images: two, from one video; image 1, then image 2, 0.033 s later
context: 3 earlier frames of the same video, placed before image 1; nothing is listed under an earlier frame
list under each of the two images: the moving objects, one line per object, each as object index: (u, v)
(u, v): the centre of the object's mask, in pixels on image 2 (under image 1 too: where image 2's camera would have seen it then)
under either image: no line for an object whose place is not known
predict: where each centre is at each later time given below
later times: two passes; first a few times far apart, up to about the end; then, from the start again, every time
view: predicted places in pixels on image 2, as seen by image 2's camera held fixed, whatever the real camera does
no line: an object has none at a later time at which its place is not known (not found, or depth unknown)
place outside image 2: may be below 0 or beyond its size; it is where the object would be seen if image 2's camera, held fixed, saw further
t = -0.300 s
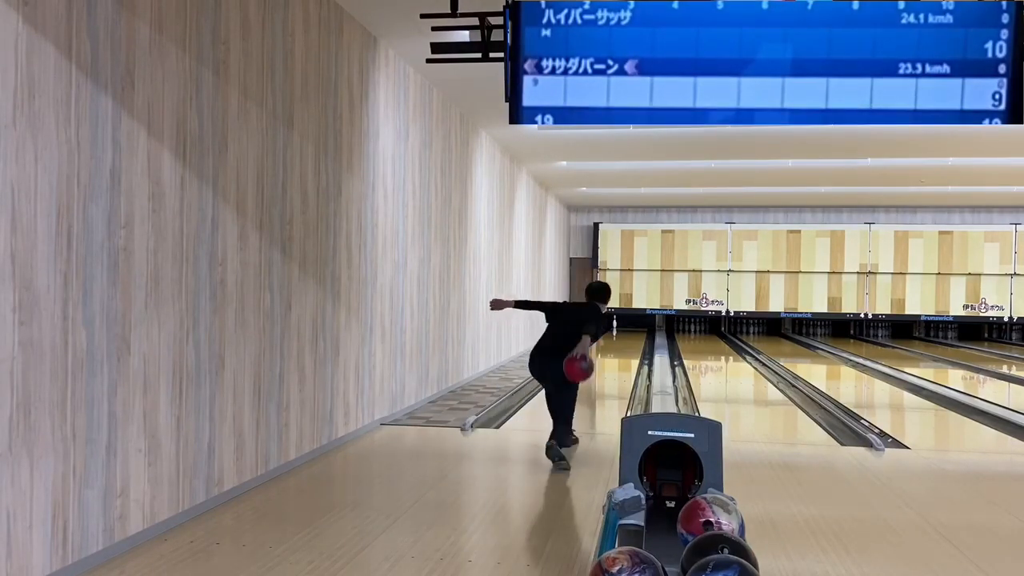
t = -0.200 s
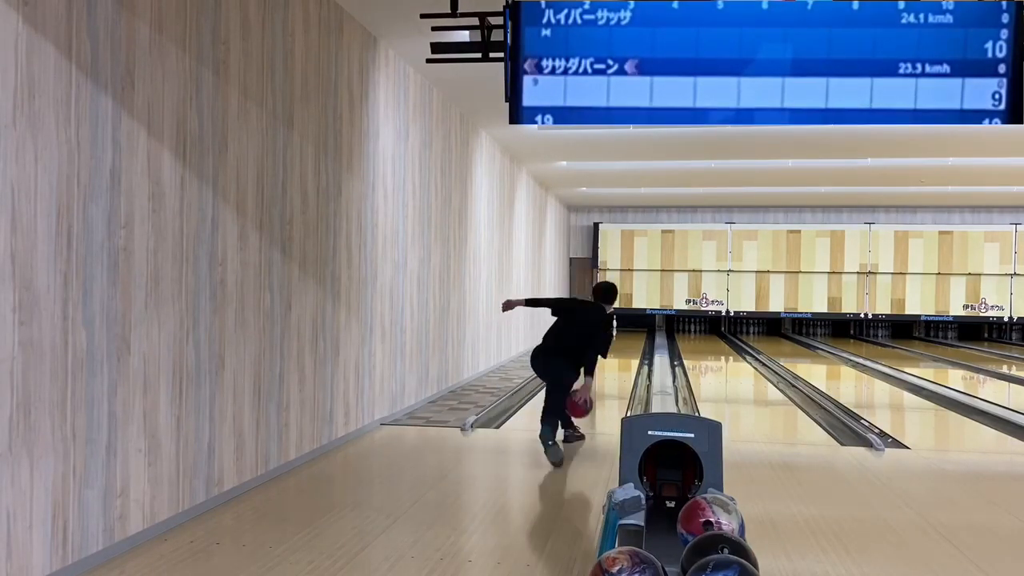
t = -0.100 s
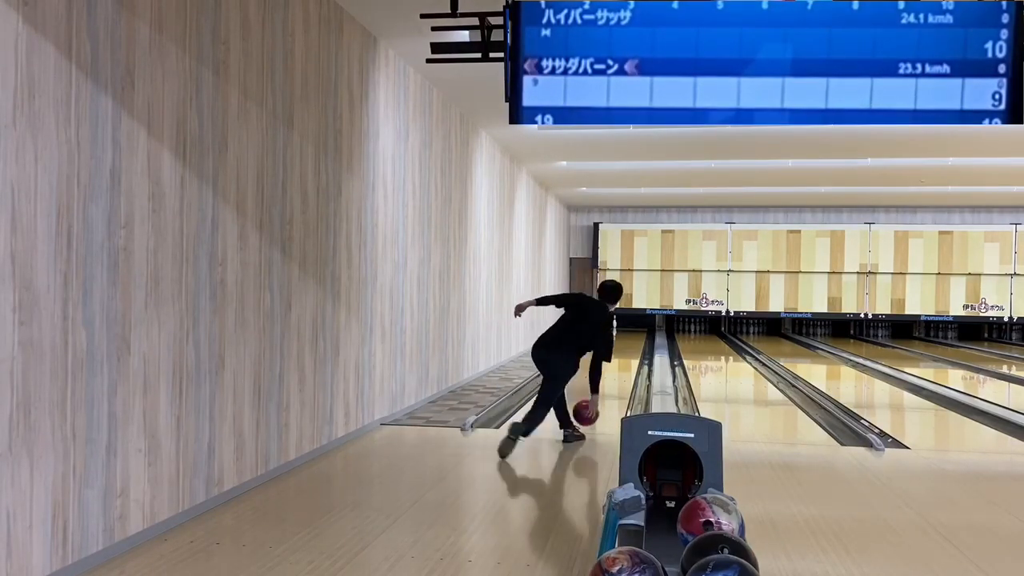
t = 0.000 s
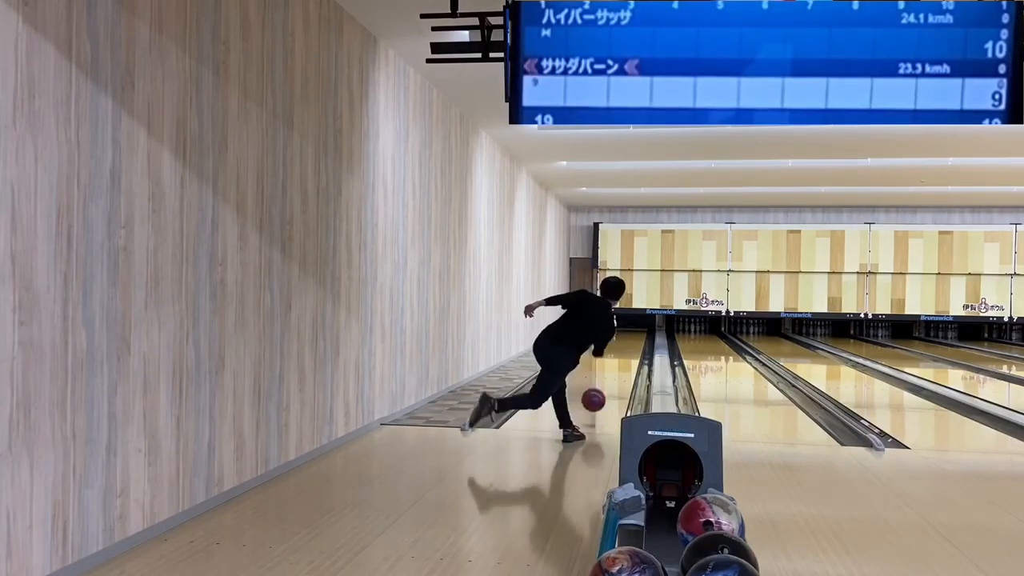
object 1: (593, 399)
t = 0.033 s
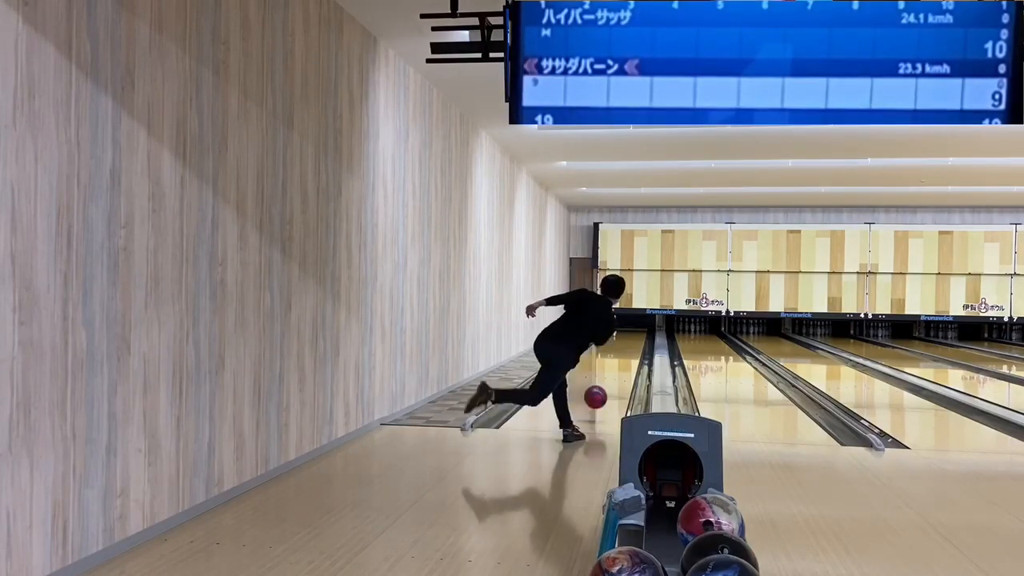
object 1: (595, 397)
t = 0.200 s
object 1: (604, 395)
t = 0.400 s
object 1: (613, 382)
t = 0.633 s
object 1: (620, 369)
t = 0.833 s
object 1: (624, 361)
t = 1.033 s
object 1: (627, 355)
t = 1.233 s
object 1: (629, 349)
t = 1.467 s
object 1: (631, 344)
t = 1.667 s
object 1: (632, 340)
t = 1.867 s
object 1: (632, 336)
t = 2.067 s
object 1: (631, 333)
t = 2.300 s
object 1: (629, 330)
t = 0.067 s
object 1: (597, 395)
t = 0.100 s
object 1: (599, 395)
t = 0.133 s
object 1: (601, 396)
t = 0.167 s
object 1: (603, 397)
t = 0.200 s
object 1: (604, 395)
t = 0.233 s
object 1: (606, 392)
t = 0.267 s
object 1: (607, 390)
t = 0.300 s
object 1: (609, 388)
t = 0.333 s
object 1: (610, 386)
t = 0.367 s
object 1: (611, 384)
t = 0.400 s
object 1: (613, 382)
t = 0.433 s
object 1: (614, 380)
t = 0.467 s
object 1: (615, 378)
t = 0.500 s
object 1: (616, 376)
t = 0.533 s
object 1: (617, 374)
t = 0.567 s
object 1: (618, 373)
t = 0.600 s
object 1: (619, 371)
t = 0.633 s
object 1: (620, 369)
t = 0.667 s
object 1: (620, 368)
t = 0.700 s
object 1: (621, 367)
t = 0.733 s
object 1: (622, 365)
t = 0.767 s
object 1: (622, 364)
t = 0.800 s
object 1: (623, 363)
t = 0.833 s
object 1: (624, 361)
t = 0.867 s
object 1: (624, 360)
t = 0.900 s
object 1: (625, 359)
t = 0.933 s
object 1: (626, 358)
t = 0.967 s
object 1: (626, 357)
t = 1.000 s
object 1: (627, 356)
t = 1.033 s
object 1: (627, 355)
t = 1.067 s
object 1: (627, 354)
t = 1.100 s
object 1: (628, 353)
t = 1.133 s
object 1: (628, 352)
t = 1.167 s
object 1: (629, 351)
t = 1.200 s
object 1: (629, 350)
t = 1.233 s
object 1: (629, 349)
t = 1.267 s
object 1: (629, 348)
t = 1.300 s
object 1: (630, 348)
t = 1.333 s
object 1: (630, 347)
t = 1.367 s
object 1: (630, 346)
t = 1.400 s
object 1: (630, 345)
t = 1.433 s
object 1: (631, 345)
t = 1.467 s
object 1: (631, 344)
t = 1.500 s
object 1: (631, 343)
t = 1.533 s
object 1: (631, 342)
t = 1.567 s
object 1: (631, 342)
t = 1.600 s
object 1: (632, 341)
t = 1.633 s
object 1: (631, 341)
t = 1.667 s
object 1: (632, 340)
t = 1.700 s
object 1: (631, 339)
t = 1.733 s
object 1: (632, 338)
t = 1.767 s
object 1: (632, 338)
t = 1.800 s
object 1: (632, 337)
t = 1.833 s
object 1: (632, 337)
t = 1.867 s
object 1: (632, 336)
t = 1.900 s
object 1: (631, 336)
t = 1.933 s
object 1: (632, 335)
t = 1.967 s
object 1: (632, 334)
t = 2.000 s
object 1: (631, 334)
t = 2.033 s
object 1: (631, 334)
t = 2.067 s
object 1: (631, 333)
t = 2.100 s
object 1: (631, 333)
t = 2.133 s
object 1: (631, 332)
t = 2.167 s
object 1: (630, 332)
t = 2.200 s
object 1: (630, 331)
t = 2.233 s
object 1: (630, 331)
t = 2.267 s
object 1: (629, 331)
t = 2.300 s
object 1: (629, 330)
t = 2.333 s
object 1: (628, 330)
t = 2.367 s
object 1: (627, 329)
